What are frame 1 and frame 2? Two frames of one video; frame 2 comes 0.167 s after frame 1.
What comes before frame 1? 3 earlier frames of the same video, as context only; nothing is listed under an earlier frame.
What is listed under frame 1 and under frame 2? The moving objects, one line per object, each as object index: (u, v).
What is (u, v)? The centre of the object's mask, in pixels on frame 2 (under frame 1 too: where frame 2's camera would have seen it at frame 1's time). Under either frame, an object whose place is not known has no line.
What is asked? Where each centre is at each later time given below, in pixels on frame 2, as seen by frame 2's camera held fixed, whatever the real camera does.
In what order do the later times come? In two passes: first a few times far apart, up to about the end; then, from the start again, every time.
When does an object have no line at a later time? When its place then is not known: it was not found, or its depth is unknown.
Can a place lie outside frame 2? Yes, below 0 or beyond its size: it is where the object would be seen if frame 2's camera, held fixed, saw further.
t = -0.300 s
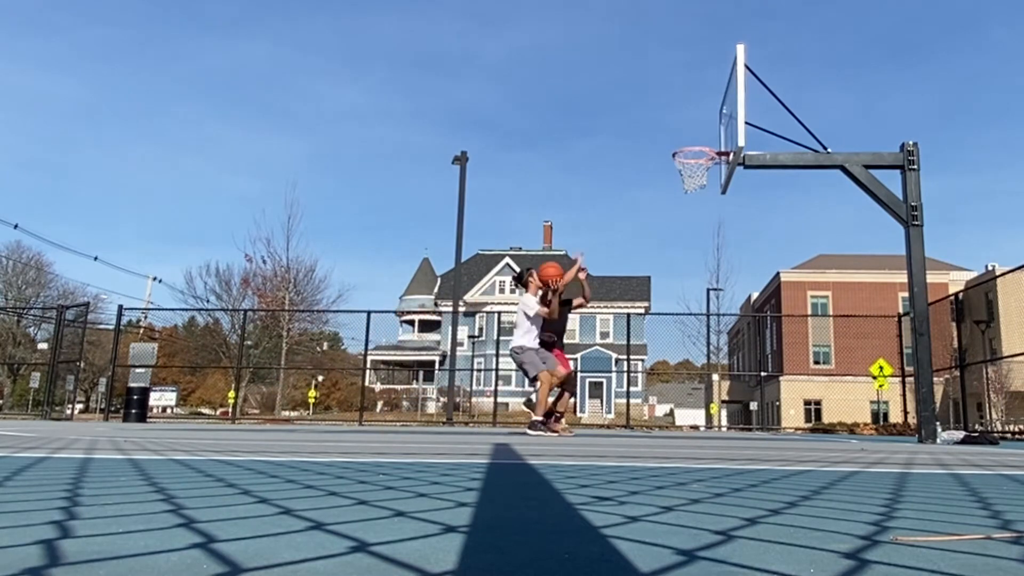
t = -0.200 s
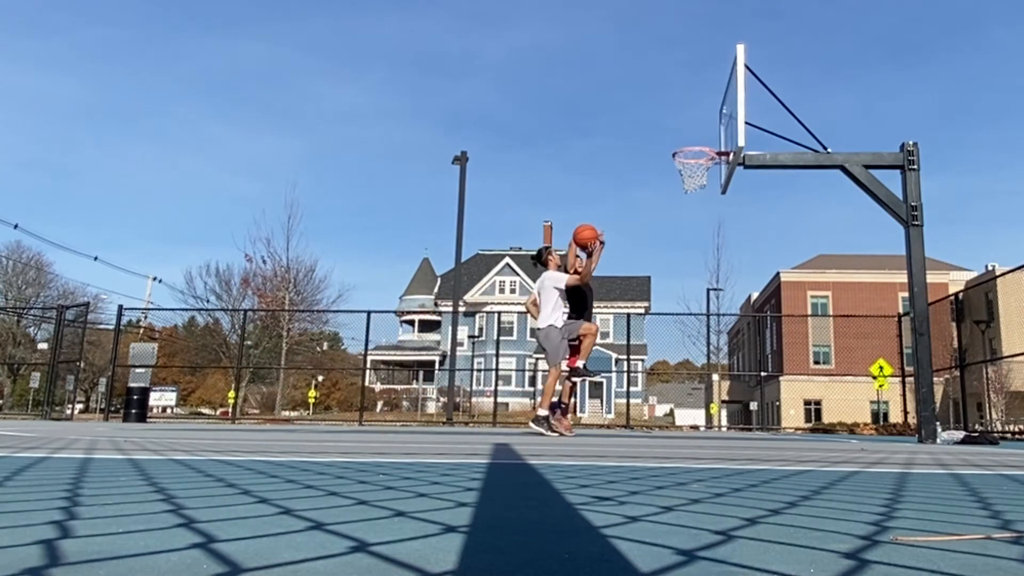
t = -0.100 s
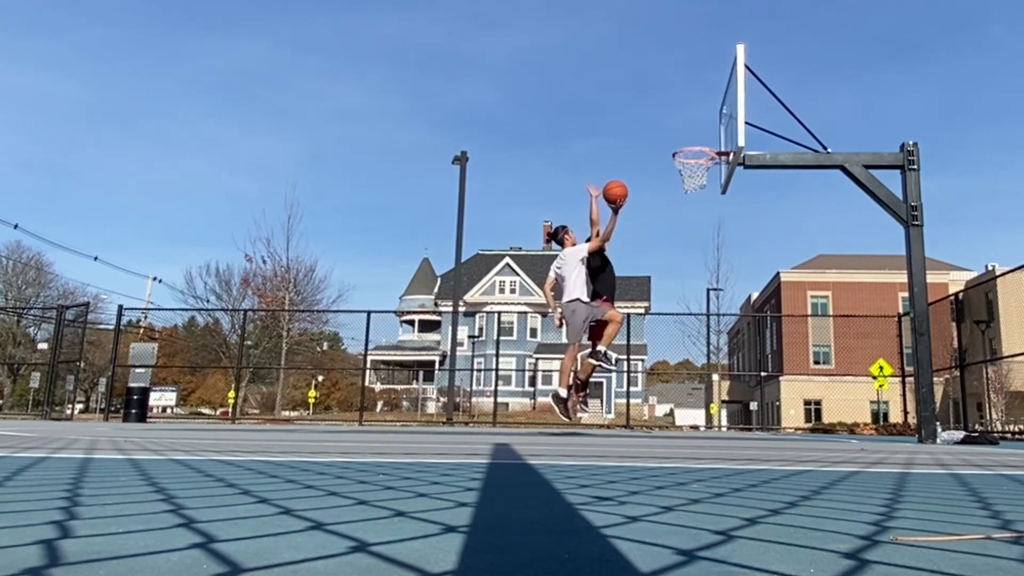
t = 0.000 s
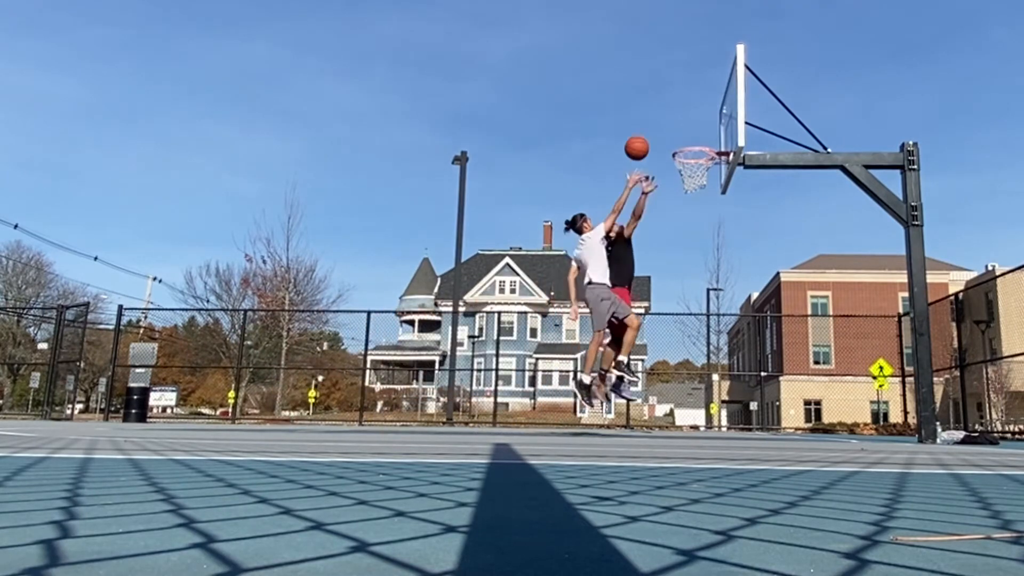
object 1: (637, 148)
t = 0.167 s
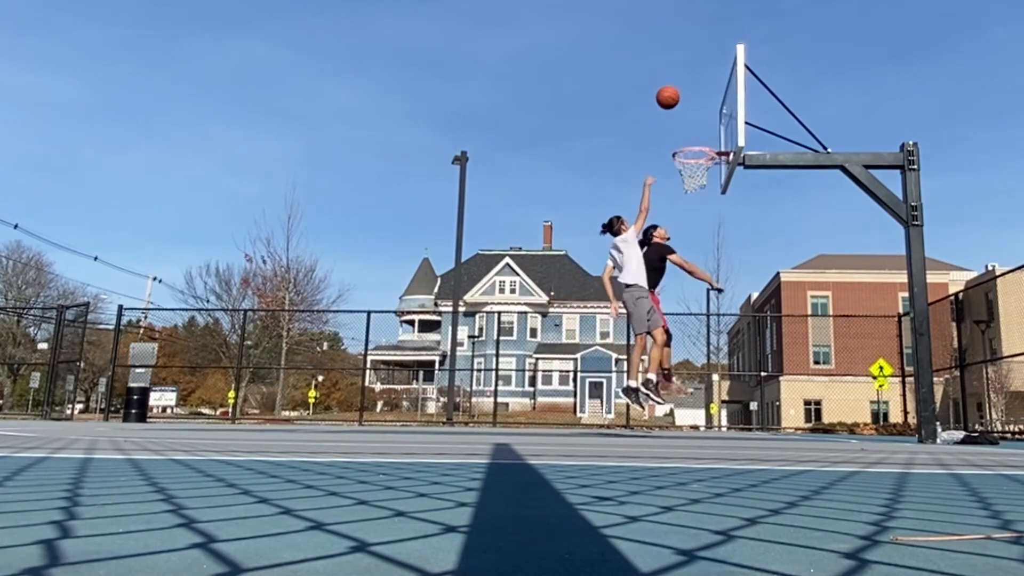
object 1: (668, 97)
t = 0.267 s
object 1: (685, 81)
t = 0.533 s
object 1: (717, 79)
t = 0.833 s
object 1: (678, 133)
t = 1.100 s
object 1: (662, 125)
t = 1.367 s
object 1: (650, 156)
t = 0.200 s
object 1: (673, 91)
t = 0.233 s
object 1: (679, 85)
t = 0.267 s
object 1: (685, 81)
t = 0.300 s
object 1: (690, 78)
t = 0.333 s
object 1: (696, 75)
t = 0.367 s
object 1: (701, 74)
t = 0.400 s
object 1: (707, 74)
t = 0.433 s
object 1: (712, 74)
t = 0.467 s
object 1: (717, 76)
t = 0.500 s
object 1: (721, 78)
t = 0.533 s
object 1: (717, 79)
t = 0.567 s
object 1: (713, 82)
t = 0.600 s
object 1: (708, 85)
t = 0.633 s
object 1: (704, 89)
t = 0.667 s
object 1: (700, 94)
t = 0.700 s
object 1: (695, 100)
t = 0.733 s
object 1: (691, 107)
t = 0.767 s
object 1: (687, 115)
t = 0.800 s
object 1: (683, 123)
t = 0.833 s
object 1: (678, 133)
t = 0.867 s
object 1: (674, 142)
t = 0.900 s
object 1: (672, 141)
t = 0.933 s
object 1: (671, 136)
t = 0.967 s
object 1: (669, 132)
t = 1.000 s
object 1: (667, 129)
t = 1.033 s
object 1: (666, 127)
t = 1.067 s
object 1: (664, 126)
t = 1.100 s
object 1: (662, 125)
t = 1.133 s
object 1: (661, 126)
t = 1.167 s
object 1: (659, 127)
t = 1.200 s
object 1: (658, 130)
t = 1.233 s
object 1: (656, 133)
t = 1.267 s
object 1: (654, 137)
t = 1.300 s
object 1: (653, 143)
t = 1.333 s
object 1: (652, 149)
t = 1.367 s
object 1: (650, 156)
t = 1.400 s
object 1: (648, 164)
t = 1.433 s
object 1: (647, 173)
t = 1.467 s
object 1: (645, 182)
